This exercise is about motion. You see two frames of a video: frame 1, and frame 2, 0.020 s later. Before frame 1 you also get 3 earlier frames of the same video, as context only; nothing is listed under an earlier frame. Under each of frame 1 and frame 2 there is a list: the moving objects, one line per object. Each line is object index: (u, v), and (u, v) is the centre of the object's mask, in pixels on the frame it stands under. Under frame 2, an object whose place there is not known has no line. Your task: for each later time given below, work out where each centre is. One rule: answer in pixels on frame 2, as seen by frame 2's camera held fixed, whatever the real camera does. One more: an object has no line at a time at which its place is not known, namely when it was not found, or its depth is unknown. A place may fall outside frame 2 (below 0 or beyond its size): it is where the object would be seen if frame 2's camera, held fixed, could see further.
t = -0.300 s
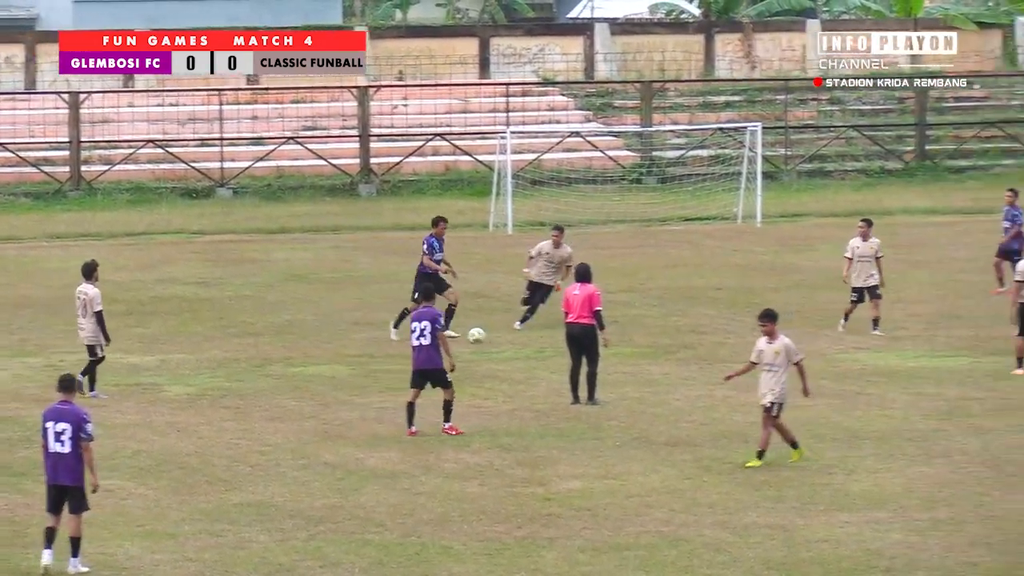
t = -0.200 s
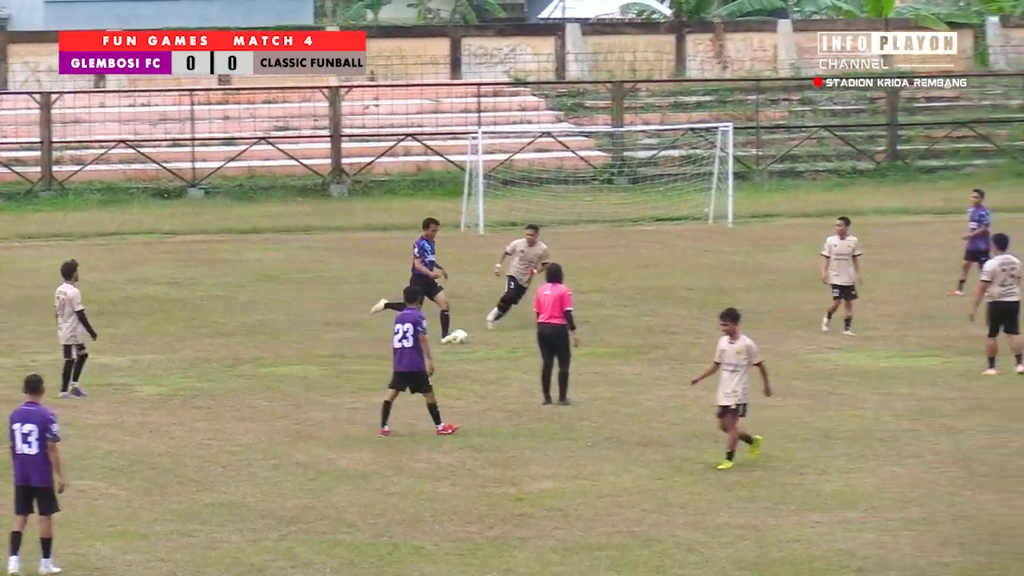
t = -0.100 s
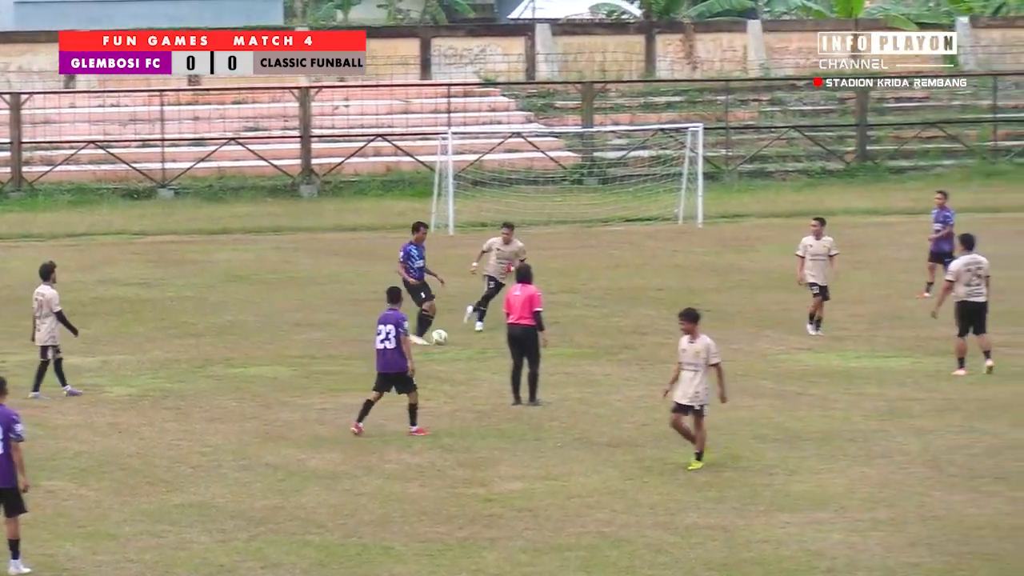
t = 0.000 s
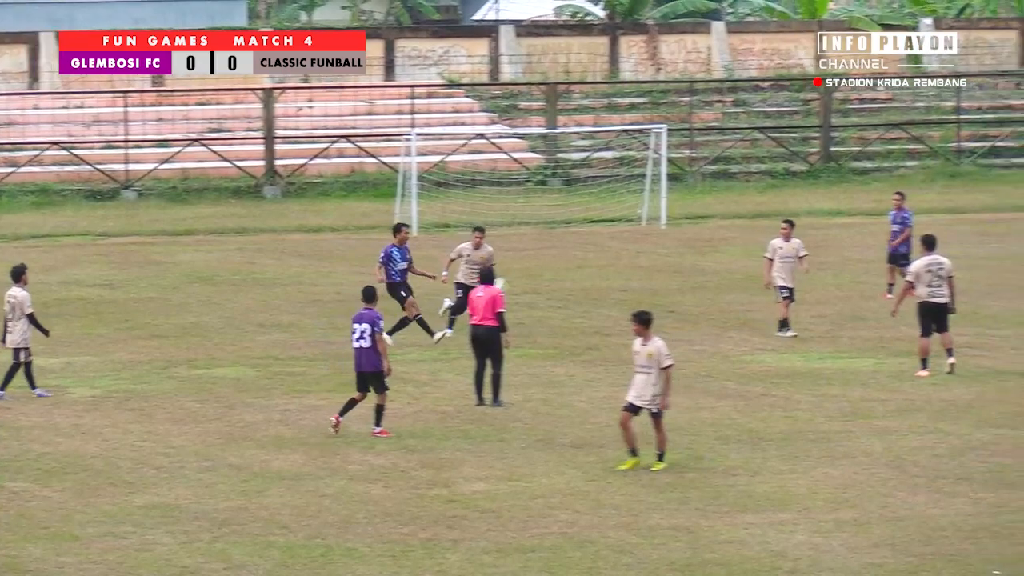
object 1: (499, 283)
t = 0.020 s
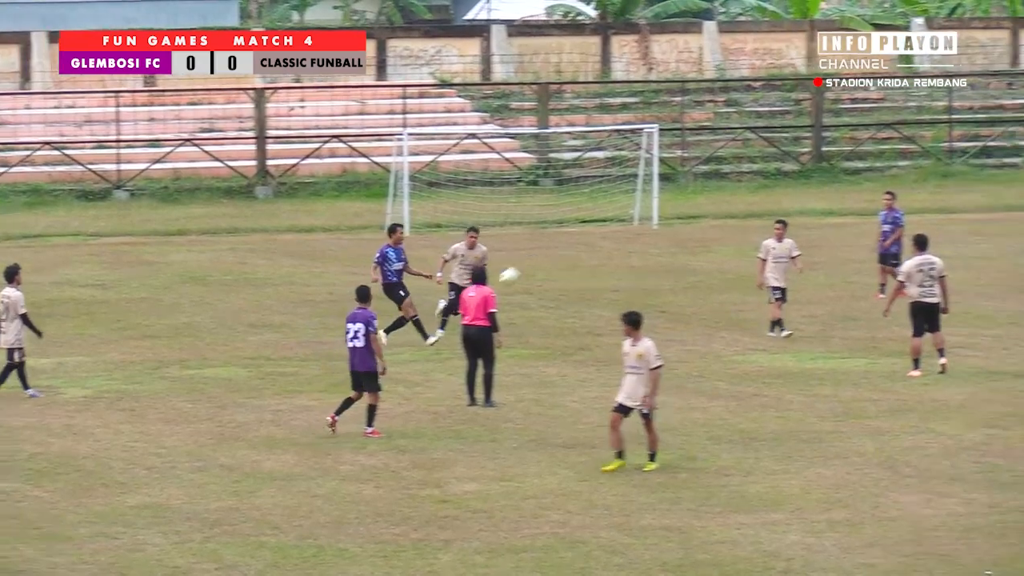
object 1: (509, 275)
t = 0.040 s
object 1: (528, 266)
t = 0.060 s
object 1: (545, 257)
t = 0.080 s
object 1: (561, 246)
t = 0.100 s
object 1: (577, 237)
